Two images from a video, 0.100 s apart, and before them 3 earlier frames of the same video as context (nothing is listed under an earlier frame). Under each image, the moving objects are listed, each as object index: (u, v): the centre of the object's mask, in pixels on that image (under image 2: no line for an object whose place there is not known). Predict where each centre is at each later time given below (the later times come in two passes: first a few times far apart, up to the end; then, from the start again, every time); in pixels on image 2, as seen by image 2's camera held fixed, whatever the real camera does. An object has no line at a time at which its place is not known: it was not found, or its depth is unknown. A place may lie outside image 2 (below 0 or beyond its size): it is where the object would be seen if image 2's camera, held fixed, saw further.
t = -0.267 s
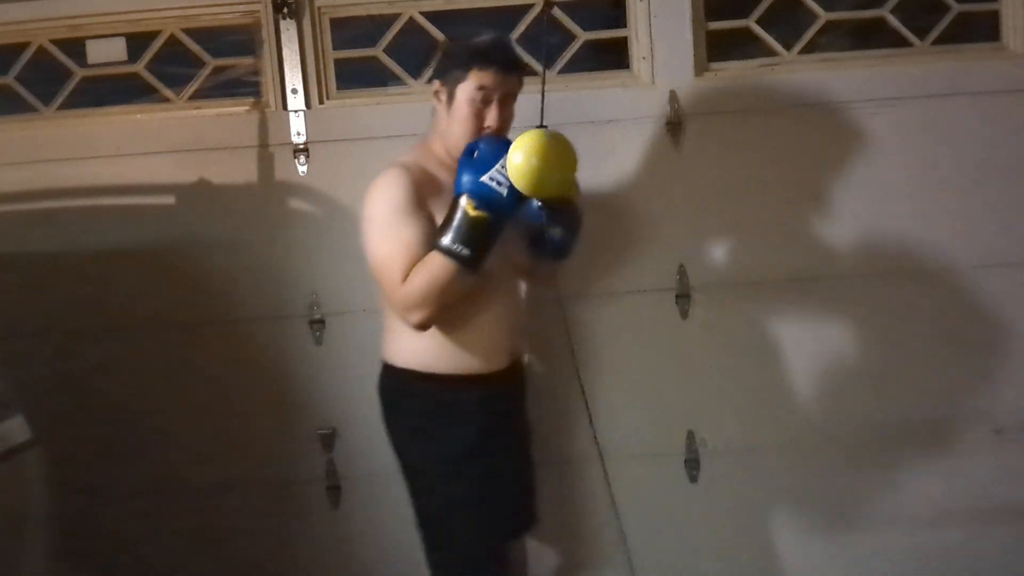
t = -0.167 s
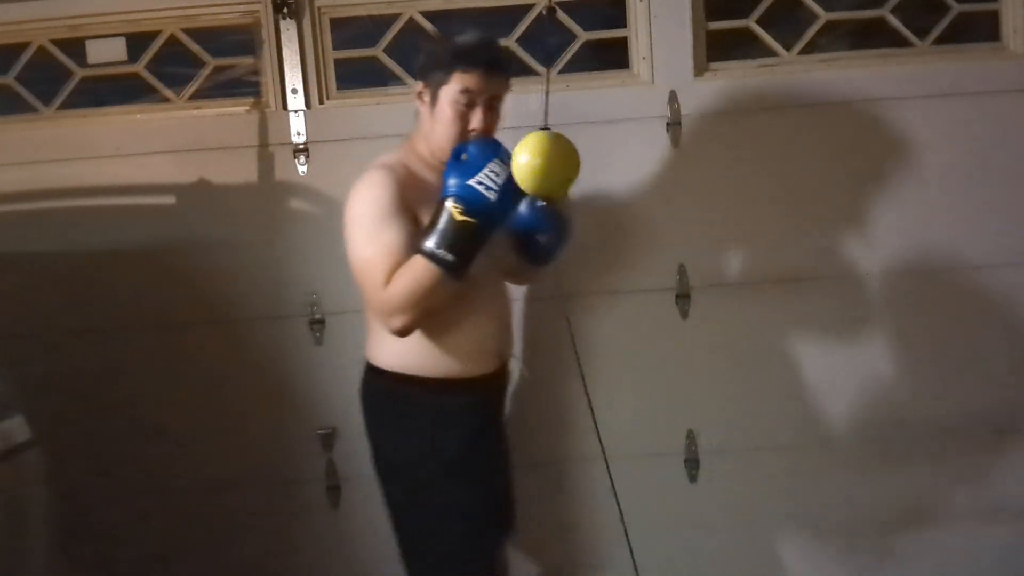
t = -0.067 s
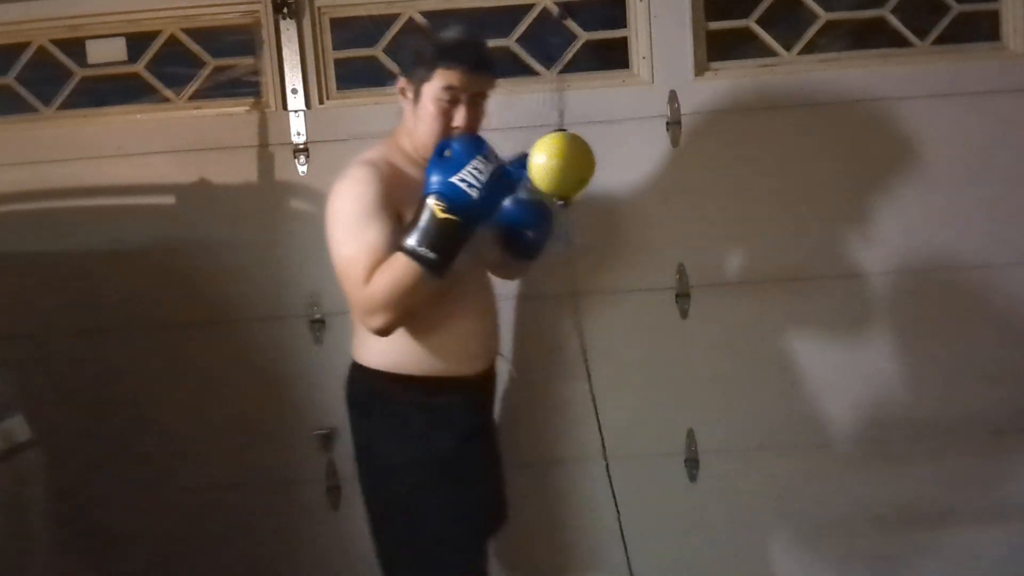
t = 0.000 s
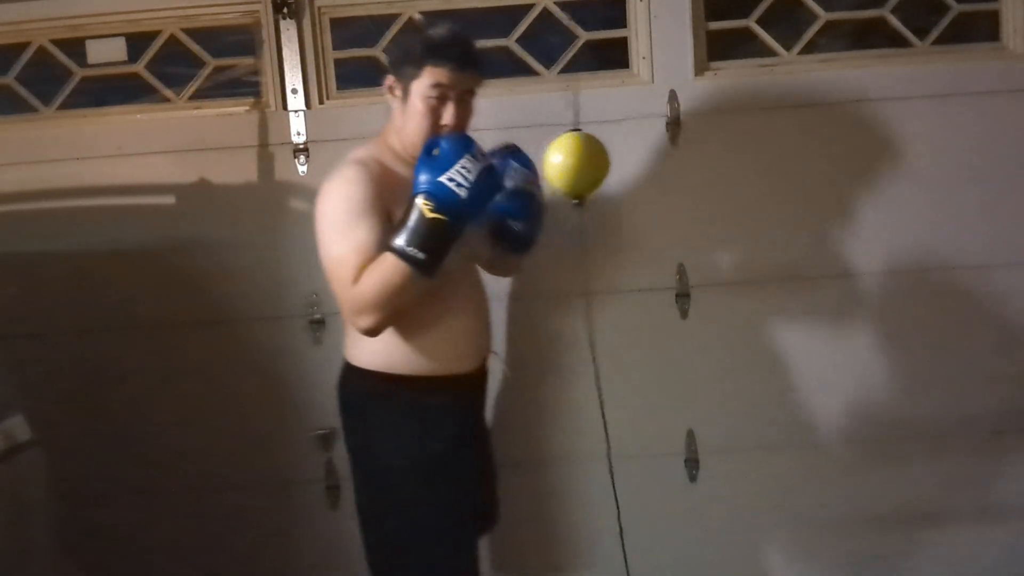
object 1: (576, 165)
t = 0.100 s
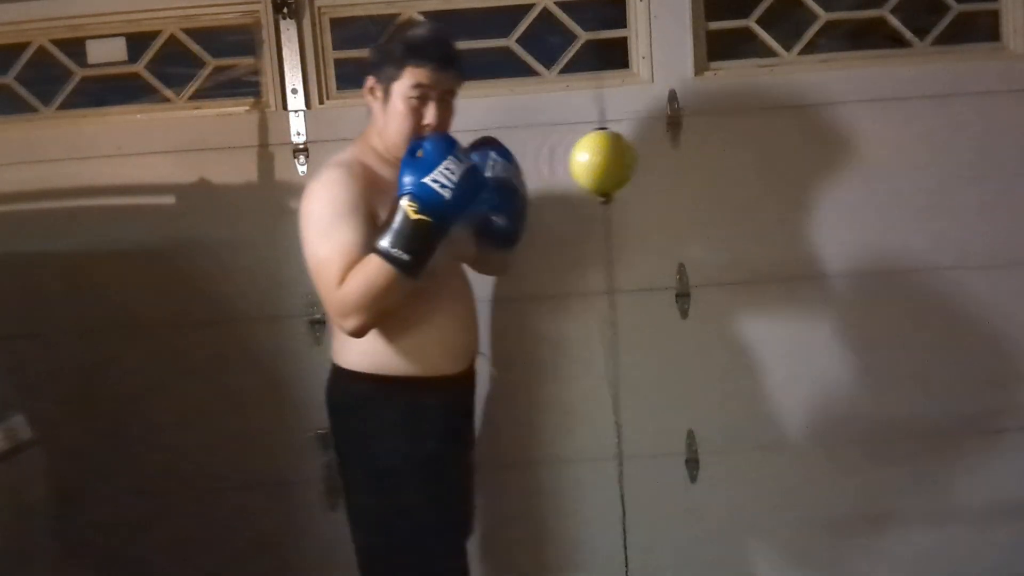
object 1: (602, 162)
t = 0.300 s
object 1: (652, 157)
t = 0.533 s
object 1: (683, 151)
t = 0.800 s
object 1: (660, 152)
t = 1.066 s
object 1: (599, 158)
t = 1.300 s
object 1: (561, 163)
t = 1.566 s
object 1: (577, 163)
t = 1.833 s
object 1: (634, 159)
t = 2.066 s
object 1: (670, 154)
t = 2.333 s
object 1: (656, 154)
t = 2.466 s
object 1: (632, 155)
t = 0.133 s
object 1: (611, 162)
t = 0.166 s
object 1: (620, 160)
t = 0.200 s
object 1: (628, 159)
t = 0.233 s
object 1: (636, 158)
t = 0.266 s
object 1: (644, 158)
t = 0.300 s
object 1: (652, 157)
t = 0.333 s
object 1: (659, 156)
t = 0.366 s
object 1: (665, 155)
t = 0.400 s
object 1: (670, 154)
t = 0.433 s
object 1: (675, 153)
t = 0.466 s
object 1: (678, 152)
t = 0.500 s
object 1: (681, 152)
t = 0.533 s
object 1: (683, 151)
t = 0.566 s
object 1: (684, 150)
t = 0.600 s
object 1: (684, 150)
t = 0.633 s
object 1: (682, 150)
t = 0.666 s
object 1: (680, 150)
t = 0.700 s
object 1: (676, 151)
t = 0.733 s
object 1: (671, 151)
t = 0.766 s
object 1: (666, 151)
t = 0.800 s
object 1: (660, 152)
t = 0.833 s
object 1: (654, 152)
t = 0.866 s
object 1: (647, 153)
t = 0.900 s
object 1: (639, 154)
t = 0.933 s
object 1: (631, 155)
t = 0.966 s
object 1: (623, 155)
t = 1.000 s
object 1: (615, 157)
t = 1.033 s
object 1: (609, 157)
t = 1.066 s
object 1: (599, 158)
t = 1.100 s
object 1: (592, 159)
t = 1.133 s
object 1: (584, 160)
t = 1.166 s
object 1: (578, 160)
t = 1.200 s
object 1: (572, 161)
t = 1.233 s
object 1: (567, 161)
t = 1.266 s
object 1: (563, 162)
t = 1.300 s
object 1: (561, 163)
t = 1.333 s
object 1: (559, 162)
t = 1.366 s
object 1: (558, 163)
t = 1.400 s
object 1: (559, 163)
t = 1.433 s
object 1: (561, 164)
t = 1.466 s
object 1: (564, 164)
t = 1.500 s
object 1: (567, 164)
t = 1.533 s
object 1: (572, 164)
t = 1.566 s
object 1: (577, 163)
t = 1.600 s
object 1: (582, 163)
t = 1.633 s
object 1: (589, 163)
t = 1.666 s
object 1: (596, 162)
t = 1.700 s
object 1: (603, 162)
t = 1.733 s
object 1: (611, 162)
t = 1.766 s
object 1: (618, 161)
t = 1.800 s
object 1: (626, 160)
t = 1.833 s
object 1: (634, 159)
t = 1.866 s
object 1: (641, 158)
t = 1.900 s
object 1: (648, 157)
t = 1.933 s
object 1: (654, 156)
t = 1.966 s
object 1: (659, 156)
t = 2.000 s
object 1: (663, 155)
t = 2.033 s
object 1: (667, 154)
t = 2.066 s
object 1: (670, 154)
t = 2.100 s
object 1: (671, 153)
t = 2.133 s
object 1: (672, 153)
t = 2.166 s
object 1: (671, 153)
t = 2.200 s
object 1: (670, 153)
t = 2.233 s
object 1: (668, 153)
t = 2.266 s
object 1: (665, 153)
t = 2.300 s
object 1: (661, 153)
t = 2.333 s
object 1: (656, 154)
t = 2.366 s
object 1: (651, 154)
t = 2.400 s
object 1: (645, 154)
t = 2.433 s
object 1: (639, 155)
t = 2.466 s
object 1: (632, 155)
